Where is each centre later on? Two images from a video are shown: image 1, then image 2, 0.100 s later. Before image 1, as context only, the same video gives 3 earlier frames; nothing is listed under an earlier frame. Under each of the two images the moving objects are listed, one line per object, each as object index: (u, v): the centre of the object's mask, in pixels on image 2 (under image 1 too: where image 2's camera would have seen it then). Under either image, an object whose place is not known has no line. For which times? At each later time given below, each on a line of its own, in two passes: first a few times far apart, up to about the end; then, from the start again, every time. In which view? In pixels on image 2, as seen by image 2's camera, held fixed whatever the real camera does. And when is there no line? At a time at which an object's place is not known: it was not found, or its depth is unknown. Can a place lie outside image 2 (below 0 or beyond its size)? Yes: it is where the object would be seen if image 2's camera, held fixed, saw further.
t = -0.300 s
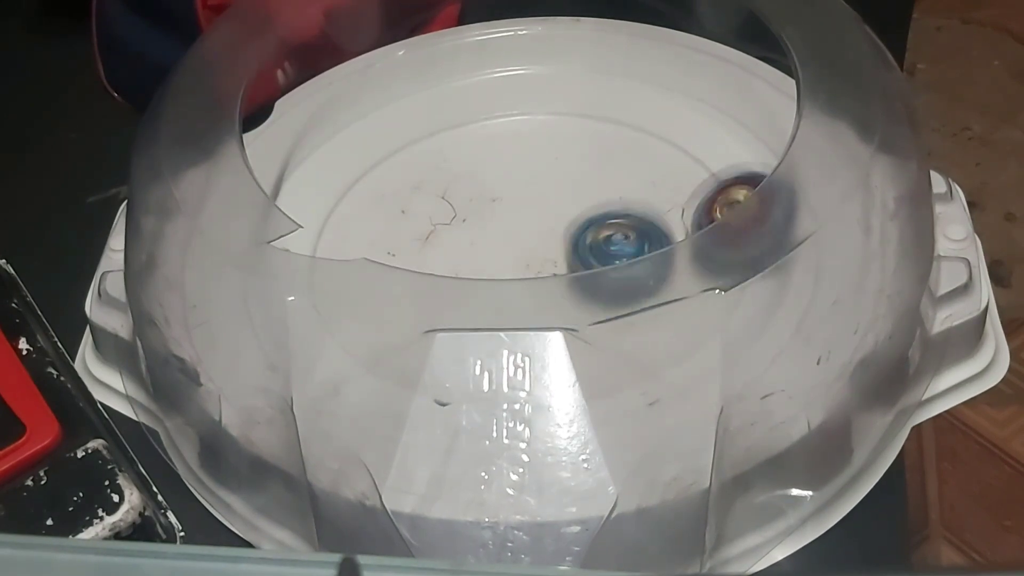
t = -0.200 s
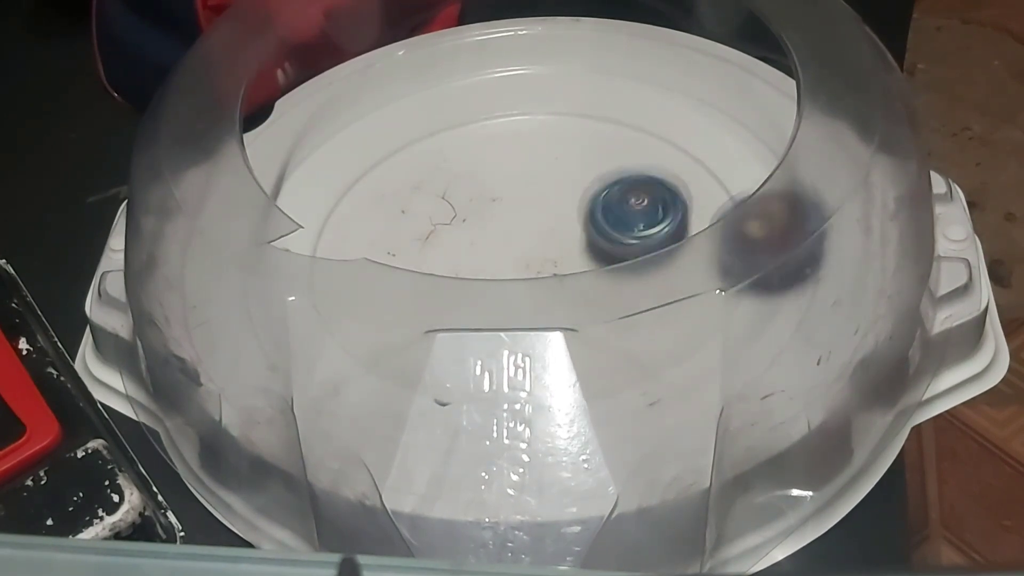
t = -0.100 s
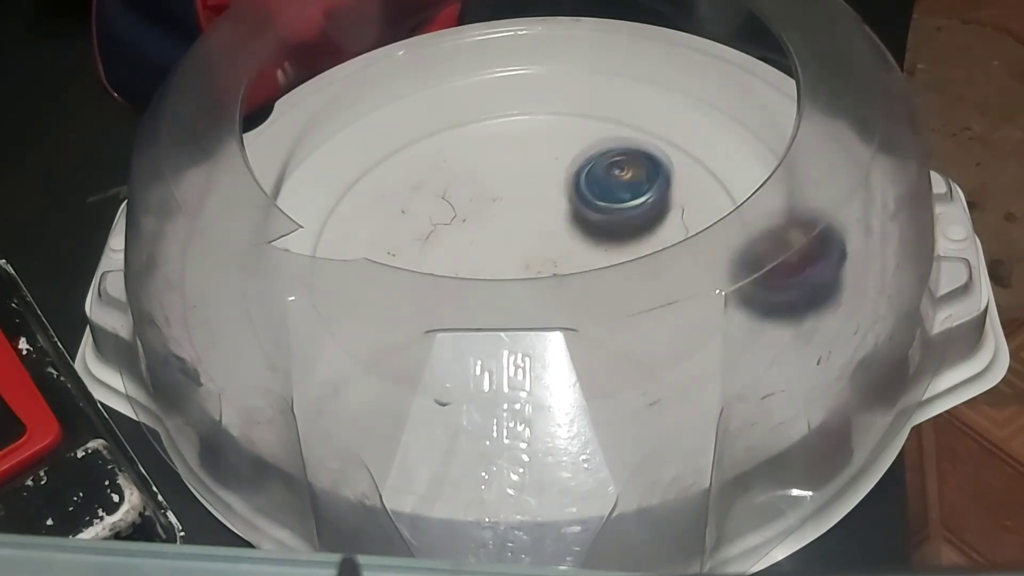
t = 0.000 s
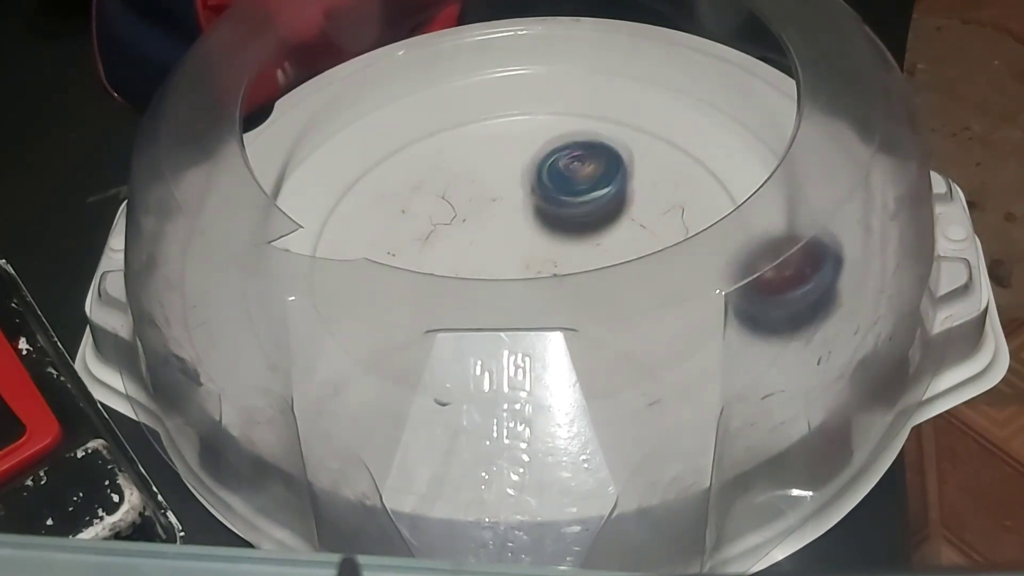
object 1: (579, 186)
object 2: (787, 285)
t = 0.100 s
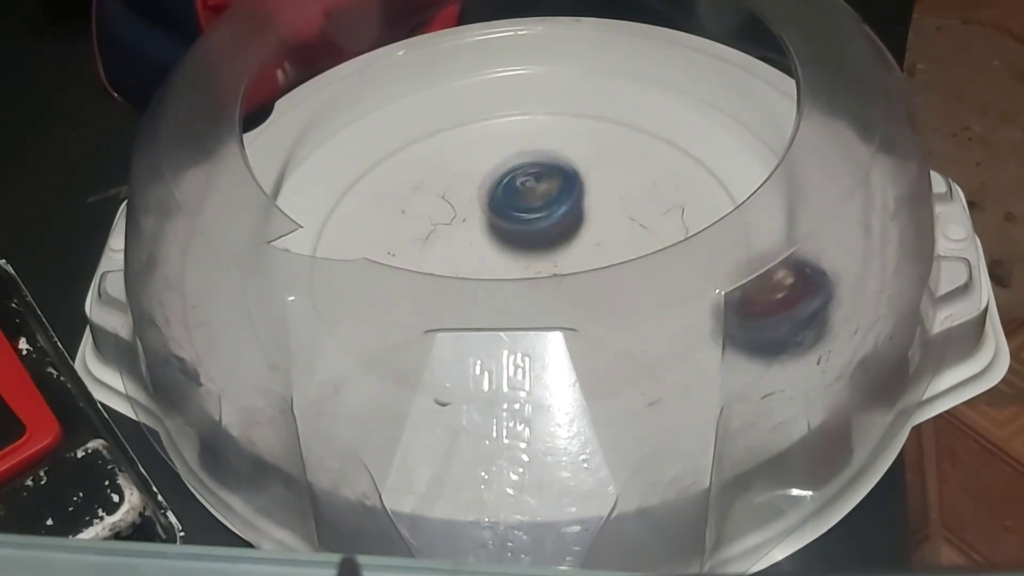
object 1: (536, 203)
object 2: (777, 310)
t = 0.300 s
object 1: (501, 275)
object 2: (731, 337)
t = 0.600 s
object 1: (580, 297)
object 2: (668, 348)
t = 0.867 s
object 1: (626, 224)
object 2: (664, 369)
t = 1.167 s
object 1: (542, 196)
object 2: (649, 347)
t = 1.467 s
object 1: (413, 215)
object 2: (542, 258)
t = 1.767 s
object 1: (379, 234)
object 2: (533, 299)
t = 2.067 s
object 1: (480, 238)
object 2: (553, 304)
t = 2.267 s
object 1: (528, 185)
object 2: (590, 305)
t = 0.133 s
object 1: (523, 215)
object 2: (771, 313)
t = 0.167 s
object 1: (514, 226)
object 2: (762, 320)
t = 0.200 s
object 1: (507, 238)
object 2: (755, 326)
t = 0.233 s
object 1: (503, 245)
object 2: (750, 330)
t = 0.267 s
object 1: (500, 263)
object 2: (740, 334)
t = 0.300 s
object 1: (501, 275)
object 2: (731, 337)
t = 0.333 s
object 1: (503, 283)
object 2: (724, 340)
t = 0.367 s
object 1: (508, 291)
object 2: (712, 344)
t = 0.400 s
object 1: (515, 298)
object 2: (704, 344)
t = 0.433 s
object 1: (525, 302)
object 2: (696, 345)
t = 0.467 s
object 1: (539, 308)
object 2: (685, 342)
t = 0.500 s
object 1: (554, 317)
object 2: (672, 343)
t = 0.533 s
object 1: (567, 316)
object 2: (663, 341)
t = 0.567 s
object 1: (573, 308)
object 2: (663, 341)
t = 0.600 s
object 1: (580, 297)
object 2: (668, 348)
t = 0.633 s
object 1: (588, 289)
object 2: (671, 350)
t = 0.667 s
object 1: (598, 284)
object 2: (678, 353)
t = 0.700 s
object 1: (608, 277)
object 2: (678, 358)
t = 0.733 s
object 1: (616, 269)
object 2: (674, 360)
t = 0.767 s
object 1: (617, 240)
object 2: (673, 362)
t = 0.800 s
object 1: (622, 235)
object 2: (674, 365)
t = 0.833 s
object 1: (626, 229)
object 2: (669, 368)
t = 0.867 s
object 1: (626, 224)
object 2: (664, 369)
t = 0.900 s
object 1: (624, 219)
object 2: (664, 368)
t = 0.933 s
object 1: (620, 211)
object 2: (662, 369)
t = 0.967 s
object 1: (612, 204)
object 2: (658, 368)
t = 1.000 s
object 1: (604, 198)
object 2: (657, 367)
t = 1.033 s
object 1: (593, 194)
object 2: (654, 365)
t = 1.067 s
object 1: (580, 192)
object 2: (649, 363)
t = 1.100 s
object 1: (568, 192)
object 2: (650, 360)
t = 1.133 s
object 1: (555, 193)
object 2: (647, 353)
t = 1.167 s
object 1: (542, 196)
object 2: (649, 347)
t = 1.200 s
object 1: (530, 201)
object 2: (642, 332)
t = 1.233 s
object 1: (518, 208)
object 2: (637, 317)
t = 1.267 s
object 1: (508, 215)
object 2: (623, 301)
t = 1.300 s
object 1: (498, 223)
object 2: (609, 288)
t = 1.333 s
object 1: (491, 232)
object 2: (585, 267)
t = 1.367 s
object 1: (470, 226)
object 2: (574, 263)
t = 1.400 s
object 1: (446, 219)
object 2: (562, 253)
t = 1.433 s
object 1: (423, 214)
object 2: (549, 257)
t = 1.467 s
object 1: (413, 215)
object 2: (542, 258)
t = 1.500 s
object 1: (398, 217)
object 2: (529, 282)
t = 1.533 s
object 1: (394, 216)
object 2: (526, 283)
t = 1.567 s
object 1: (386, 217)
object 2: (522, 286)
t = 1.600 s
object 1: (373, 218)
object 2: (520, 292)
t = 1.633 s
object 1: (371, 217)
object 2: (520, 293)
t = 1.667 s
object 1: (365, 221)
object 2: (524, 295)
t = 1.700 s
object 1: (364, 225)
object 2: (528, 296)
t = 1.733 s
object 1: (370, 229)
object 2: (533, 296)
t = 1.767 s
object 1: (379, 234)
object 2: (533, 299)
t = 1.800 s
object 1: (389, 237)
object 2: (534, 298)
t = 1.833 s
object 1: (404, 241)
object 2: (533, 298)
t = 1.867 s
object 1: (417, 245)
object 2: (533, 298)
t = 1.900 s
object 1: (428, 247)
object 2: (534, 298)
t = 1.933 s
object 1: (443, 249)
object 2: (539, 299)
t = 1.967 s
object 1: (453, 250)
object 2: (543, 298)
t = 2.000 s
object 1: (462, 248)
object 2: (542, 297)
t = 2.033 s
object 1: (477, 246)
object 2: (540, 297)
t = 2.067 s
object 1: (480, 238)
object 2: (553, 304)
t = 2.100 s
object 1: (484, 222)
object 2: (564, 311)
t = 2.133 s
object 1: (493, 210)
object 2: (574, 313)
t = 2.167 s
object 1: (503, 199)
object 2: (581, 314)
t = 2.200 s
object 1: (512, 192)
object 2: (586, 312)
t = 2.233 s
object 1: (521, 188)
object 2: (588, 308)
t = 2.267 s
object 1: (528, 185)
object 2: (590, 305)
